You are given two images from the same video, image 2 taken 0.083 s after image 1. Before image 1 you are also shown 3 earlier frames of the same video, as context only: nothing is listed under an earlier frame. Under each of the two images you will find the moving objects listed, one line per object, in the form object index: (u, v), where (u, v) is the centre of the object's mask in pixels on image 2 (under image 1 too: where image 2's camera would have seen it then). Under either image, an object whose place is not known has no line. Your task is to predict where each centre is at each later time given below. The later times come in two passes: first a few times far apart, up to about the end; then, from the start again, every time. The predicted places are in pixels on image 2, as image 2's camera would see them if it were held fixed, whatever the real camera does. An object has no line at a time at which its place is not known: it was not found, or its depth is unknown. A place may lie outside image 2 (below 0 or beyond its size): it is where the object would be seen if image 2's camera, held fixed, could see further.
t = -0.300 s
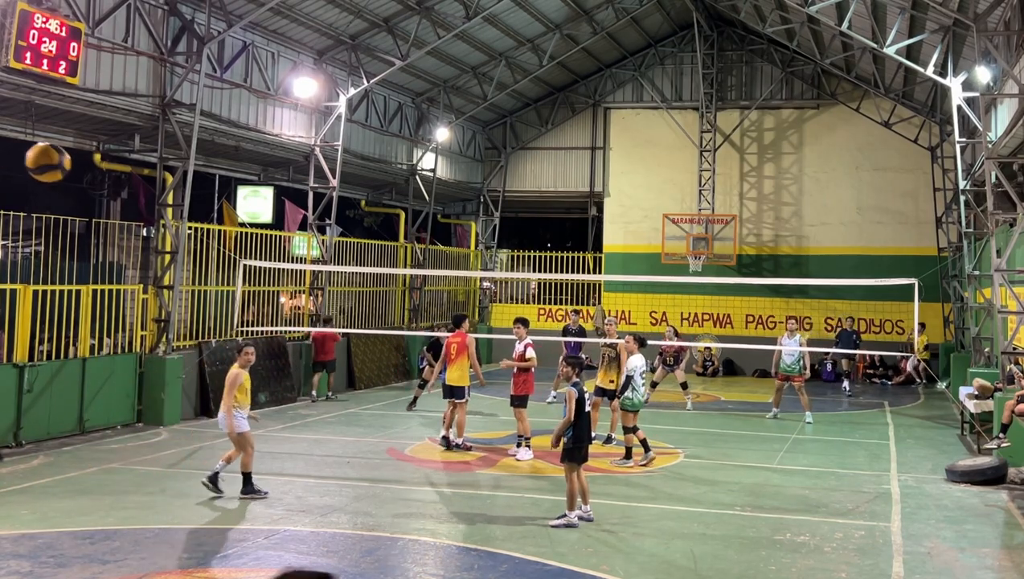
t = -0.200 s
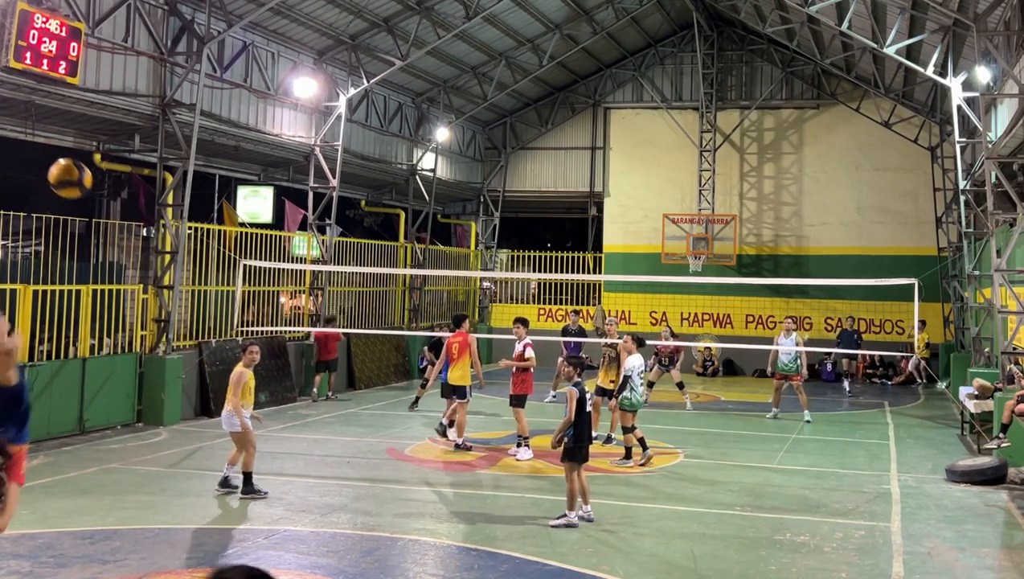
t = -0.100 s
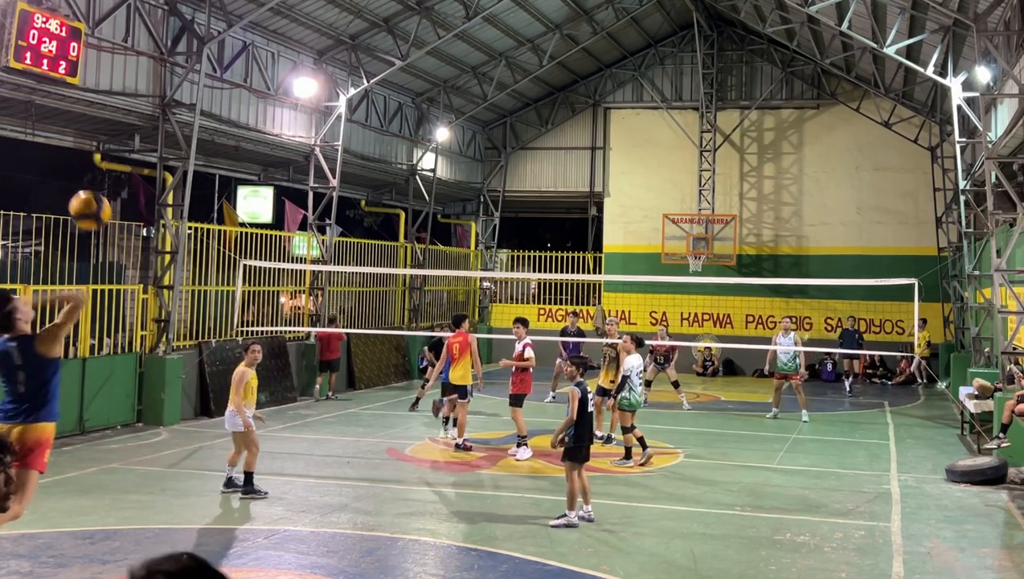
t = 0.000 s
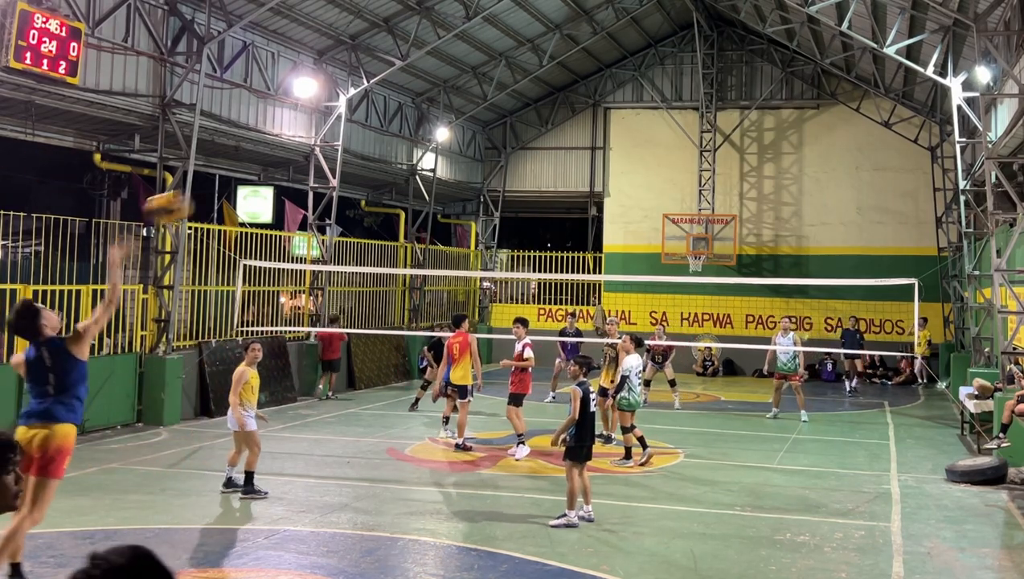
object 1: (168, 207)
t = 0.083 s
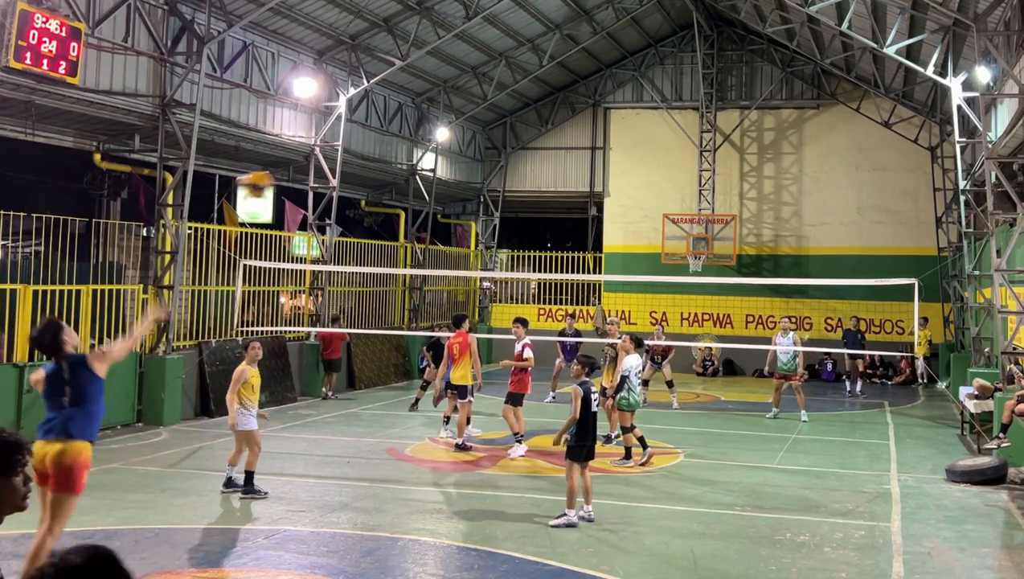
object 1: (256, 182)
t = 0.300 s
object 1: (391, 182)
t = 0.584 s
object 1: (481, 236)
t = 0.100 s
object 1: (272, 181)
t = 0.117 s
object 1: (284, 179)
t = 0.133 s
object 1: (295, 178)
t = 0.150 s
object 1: (307, 176)
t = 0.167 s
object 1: (318, 176)
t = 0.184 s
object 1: (330, 176)
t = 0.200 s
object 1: (341, 175)
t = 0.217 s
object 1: (350, 175)
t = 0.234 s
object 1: (359, 176)
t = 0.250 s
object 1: (367, 177)
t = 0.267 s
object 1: (375, 178)
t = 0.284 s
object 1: (383, 180)
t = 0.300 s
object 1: (391, 182)
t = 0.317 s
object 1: (398, 184)
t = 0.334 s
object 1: (404, 186)
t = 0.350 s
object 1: (410, 188)
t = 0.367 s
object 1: (417, 191)
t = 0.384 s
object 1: (423, 194)
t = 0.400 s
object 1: (429, 196)
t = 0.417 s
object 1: (435, 200)
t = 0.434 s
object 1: (441, 203)
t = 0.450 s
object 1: (446, 206)
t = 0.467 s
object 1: (451, 209)
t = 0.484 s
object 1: (455, 213)
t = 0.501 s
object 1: (460, 216)
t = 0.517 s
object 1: (465, 220)
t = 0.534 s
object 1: (468, 223)
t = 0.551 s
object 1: (472, 227)
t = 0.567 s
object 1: (477, 232)
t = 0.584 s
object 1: (481, 236)
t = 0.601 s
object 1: (484, 240)
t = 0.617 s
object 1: (487, 245)
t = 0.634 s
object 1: (490, 248)
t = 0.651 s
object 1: (492, 252)
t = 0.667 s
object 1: (495, 257)
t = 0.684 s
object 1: (497, 262)
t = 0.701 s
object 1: (501, 265)
